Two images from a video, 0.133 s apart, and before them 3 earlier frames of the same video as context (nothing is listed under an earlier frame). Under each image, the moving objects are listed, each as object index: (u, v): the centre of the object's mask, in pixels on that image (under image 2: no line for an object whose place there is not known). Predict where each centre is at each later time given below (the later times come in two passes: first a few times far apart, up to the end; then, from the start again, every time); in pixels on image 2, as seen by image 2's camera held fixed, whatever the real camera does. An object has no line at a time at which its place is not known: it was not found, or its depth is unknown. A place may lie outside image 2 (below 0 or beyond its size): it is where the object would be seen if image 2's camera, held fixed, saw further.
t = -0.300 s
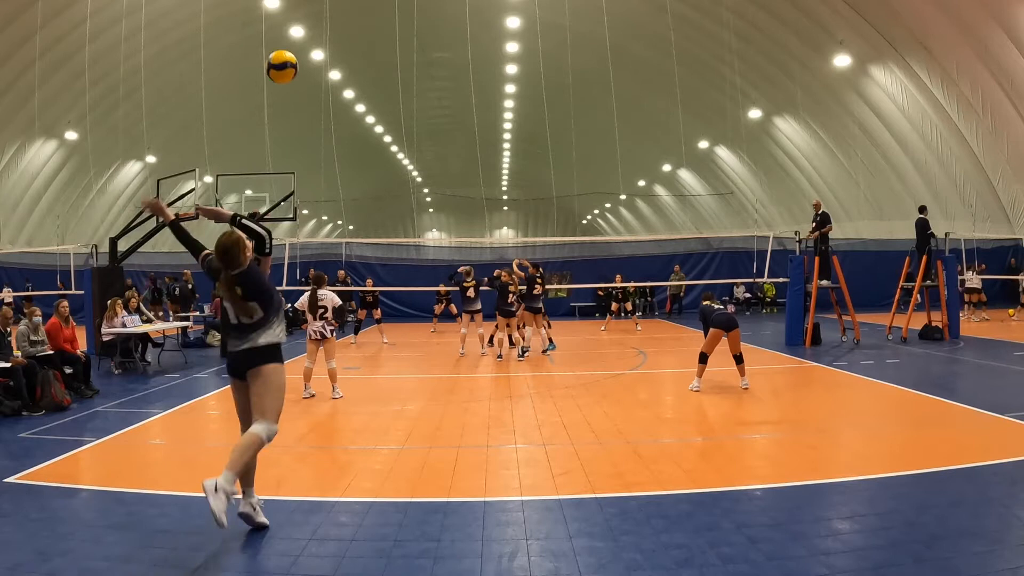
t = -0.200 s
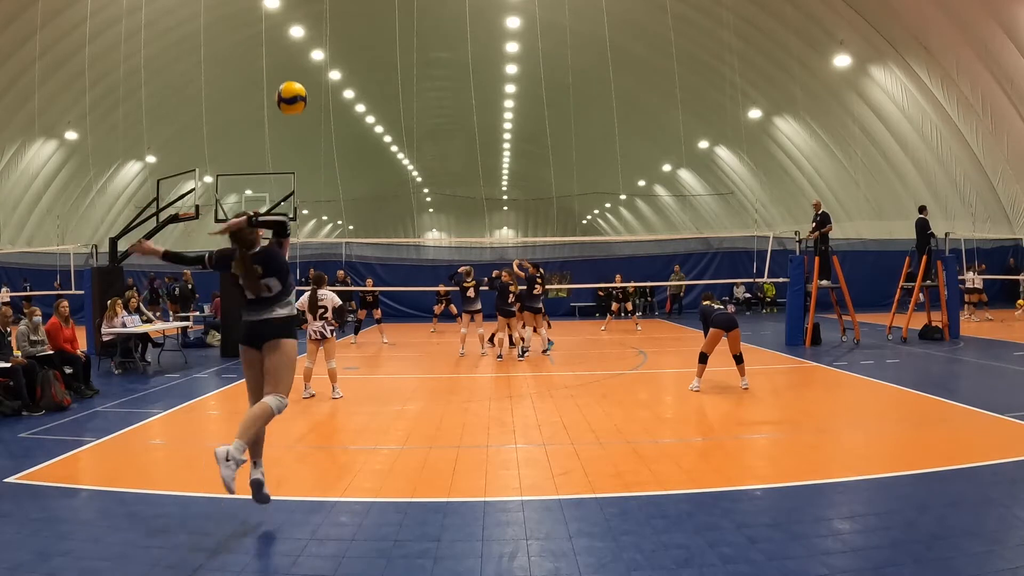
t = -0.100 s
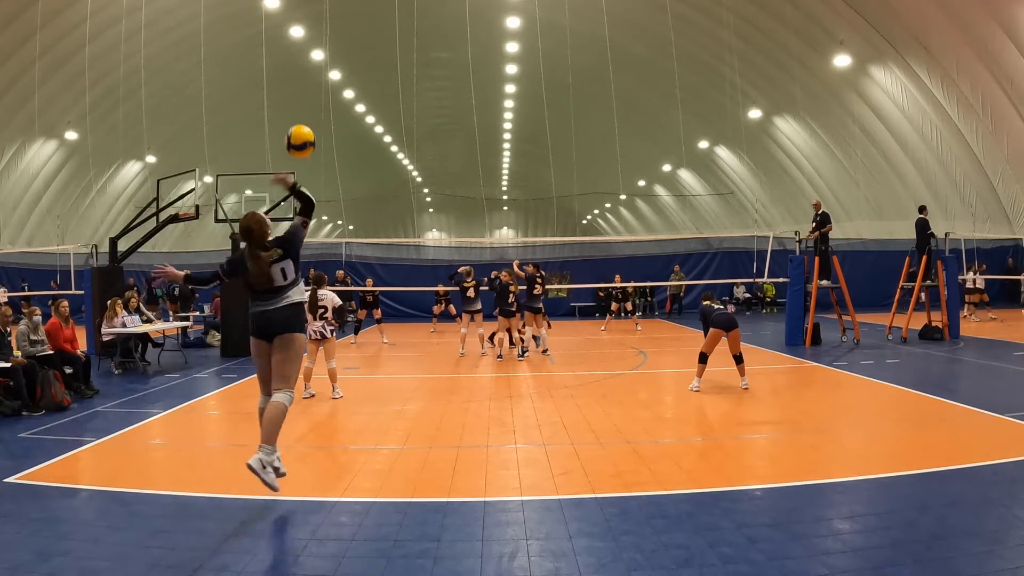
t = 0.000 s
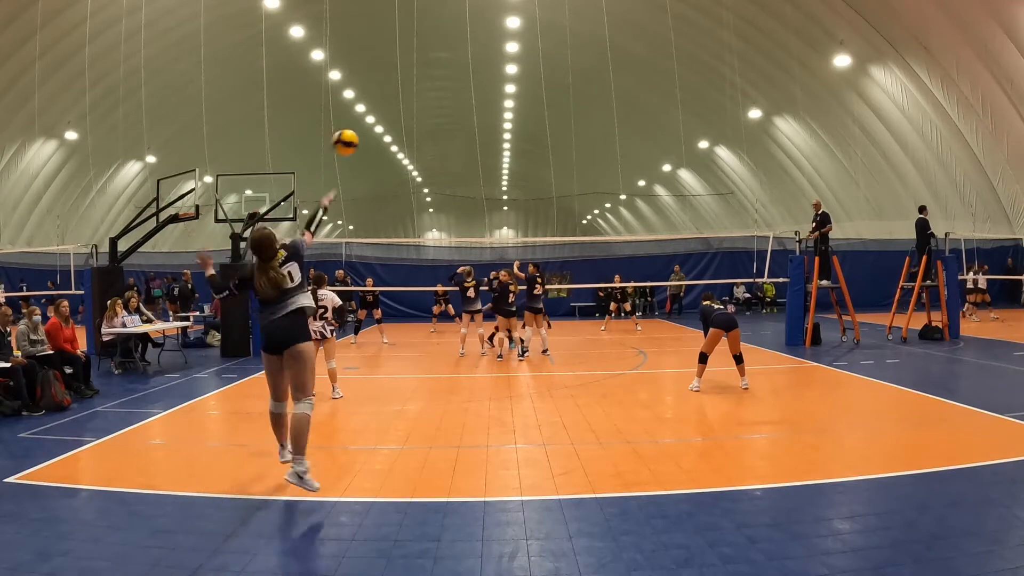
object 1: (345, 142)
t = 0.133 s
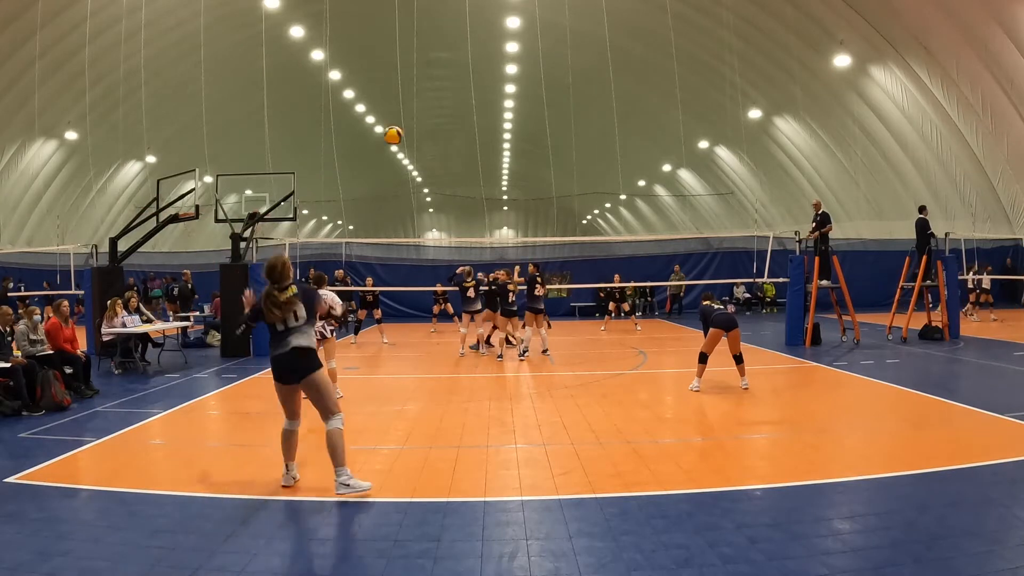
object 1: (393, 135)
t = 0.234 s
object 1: (414, 139)
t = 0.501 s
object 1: (448, 171)
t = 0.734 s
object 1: (468, 210)
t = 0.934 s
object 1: (479, 246)
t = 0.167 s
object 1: (401, 136)
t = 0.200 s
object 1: (408, 137)
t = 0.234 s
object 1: (414, 139)
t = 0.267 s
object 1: (419, 142)
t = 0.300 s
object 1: (424, 144)
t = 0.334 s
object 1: (429, 148)
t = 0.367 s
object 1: (433, 152)
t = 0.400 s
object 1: (437, 156)
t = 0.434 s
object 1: (441, 161)
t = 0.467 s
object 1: (445, 165)
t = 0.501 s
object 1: (448, 171)
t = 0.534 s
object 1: (451, 177)
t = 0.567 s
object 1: (455, 182)
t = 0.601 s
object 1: (458, 187)
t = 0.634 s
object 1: (461, 193)
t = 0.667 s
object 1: (463, 199)
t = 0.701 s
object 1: (466, 205)
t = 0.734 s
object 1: (468, 210)
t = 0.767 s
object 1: (470, 216)
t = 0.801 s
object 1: (472, 222)
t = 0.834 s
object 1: (474, 227)
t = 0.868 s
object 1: (476, 234)
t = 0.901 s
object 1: (477, 241)
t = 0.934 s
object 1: (479, 246)
